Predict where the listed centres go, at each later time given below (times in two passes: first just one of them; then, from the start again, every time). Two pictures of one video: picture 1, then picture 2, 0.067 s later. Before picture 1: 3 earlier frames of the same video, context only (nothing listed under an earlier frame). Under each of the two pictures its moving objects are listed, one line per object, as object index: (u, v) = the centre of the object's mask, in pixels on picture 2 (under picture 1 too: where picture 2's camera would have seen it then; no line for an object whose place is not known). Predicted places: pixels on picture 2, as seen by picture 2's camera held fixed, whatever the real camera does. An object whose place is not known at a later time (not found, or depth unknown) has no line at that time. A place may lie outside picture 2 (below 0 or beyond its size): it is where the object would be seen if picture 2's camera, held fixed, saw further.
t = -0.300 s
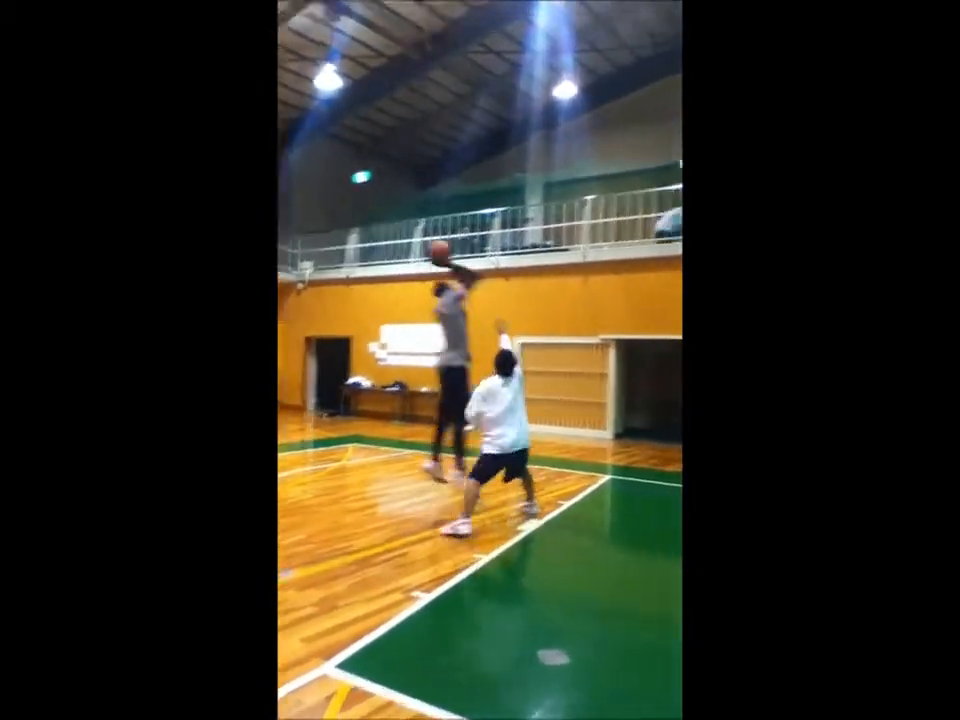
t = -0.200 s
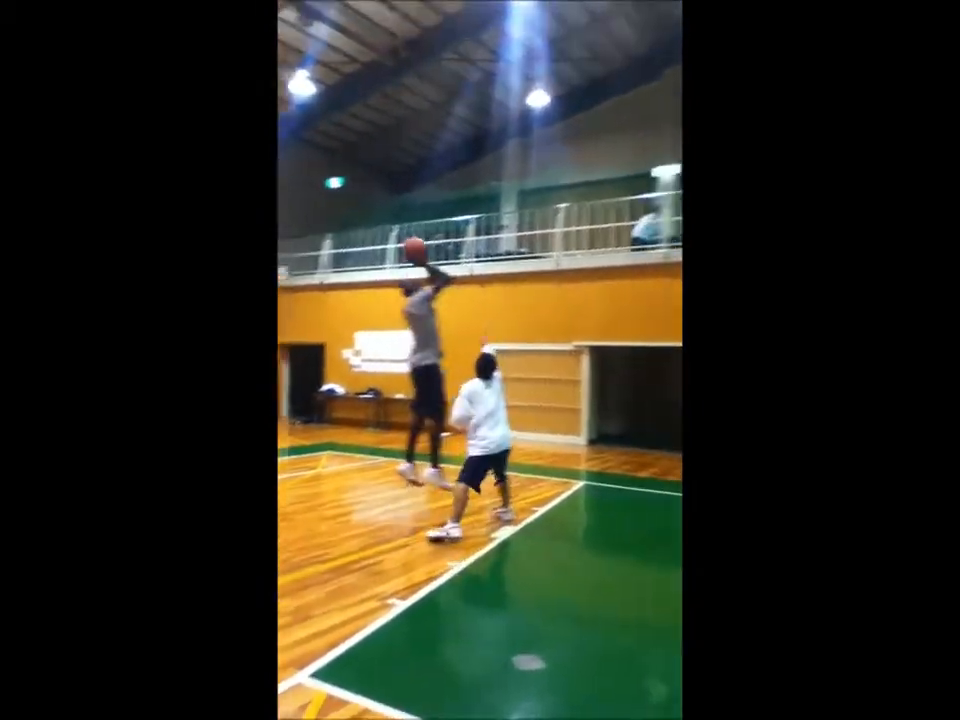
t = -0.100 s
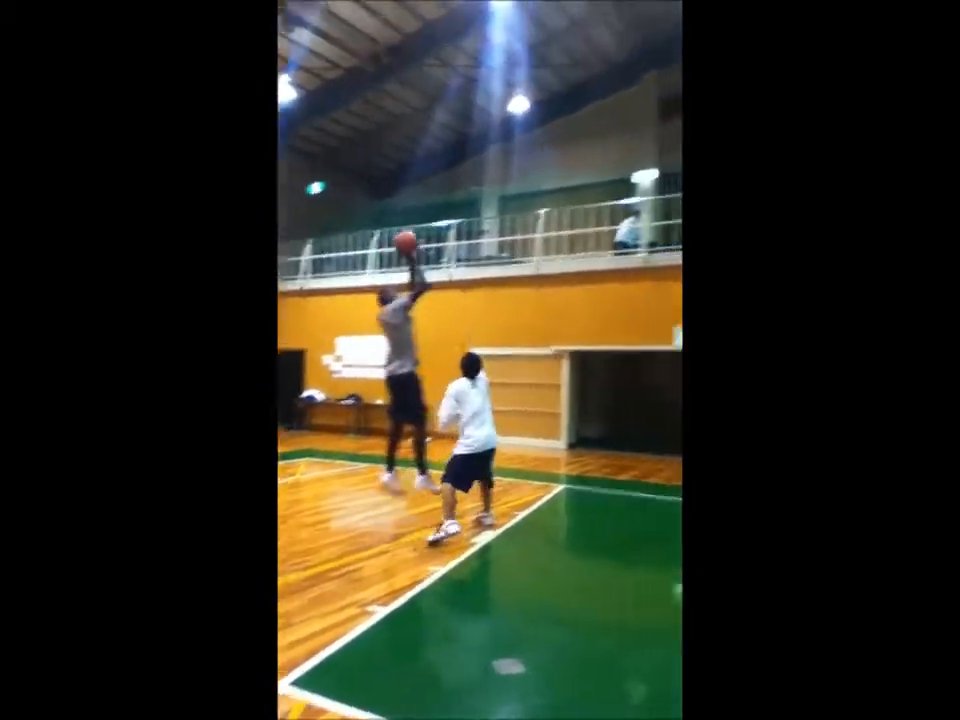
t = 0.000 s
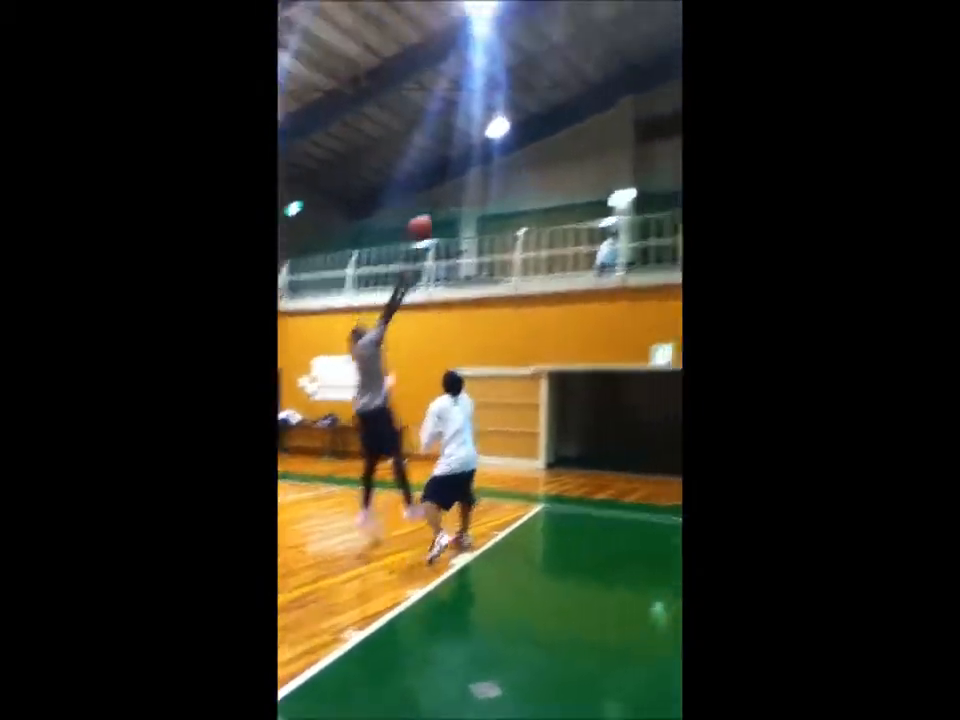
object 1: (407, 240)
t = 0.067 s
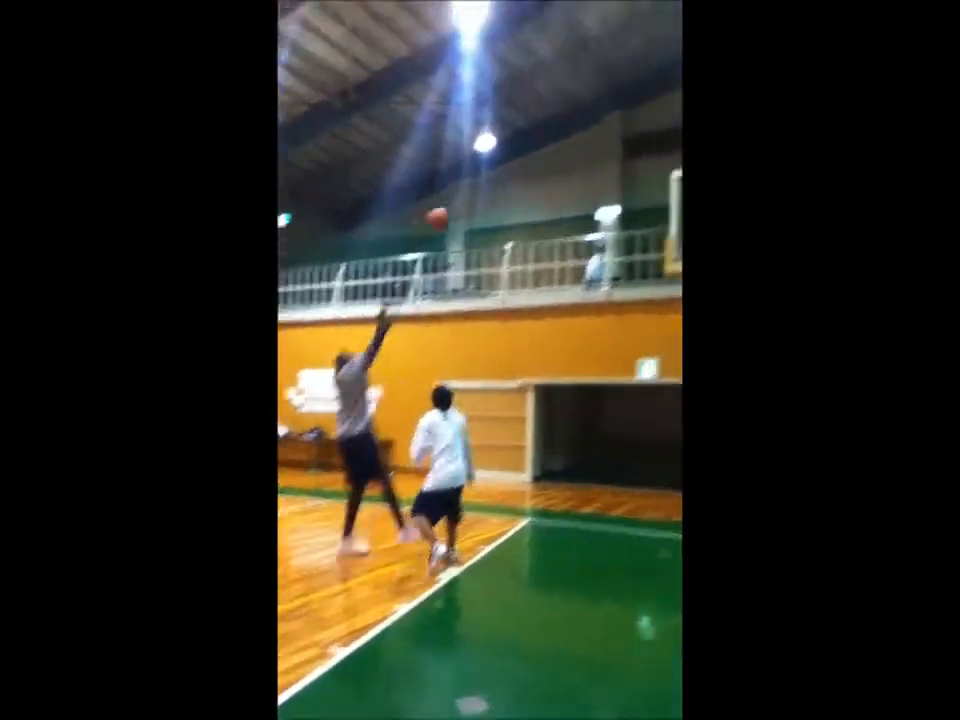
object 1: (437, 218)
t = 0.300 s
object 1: (542, 176)
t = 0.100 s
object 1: (453, 209)
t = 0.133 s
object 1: (467, 201)
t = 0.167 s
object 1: (482, 194)
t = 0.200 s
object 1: (497, 188)
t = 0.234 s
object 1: (511, 183)
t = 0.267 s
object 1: (527, 179)
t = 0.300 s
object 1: (542, 176)
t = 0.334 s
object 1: (557, 173)
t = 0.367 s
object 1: (571, 172)
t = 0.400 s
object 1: (585, 172)
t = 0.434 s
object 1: (599, 173)
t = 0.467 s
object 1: (614, 174)
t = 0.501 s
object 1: (628, 176)
